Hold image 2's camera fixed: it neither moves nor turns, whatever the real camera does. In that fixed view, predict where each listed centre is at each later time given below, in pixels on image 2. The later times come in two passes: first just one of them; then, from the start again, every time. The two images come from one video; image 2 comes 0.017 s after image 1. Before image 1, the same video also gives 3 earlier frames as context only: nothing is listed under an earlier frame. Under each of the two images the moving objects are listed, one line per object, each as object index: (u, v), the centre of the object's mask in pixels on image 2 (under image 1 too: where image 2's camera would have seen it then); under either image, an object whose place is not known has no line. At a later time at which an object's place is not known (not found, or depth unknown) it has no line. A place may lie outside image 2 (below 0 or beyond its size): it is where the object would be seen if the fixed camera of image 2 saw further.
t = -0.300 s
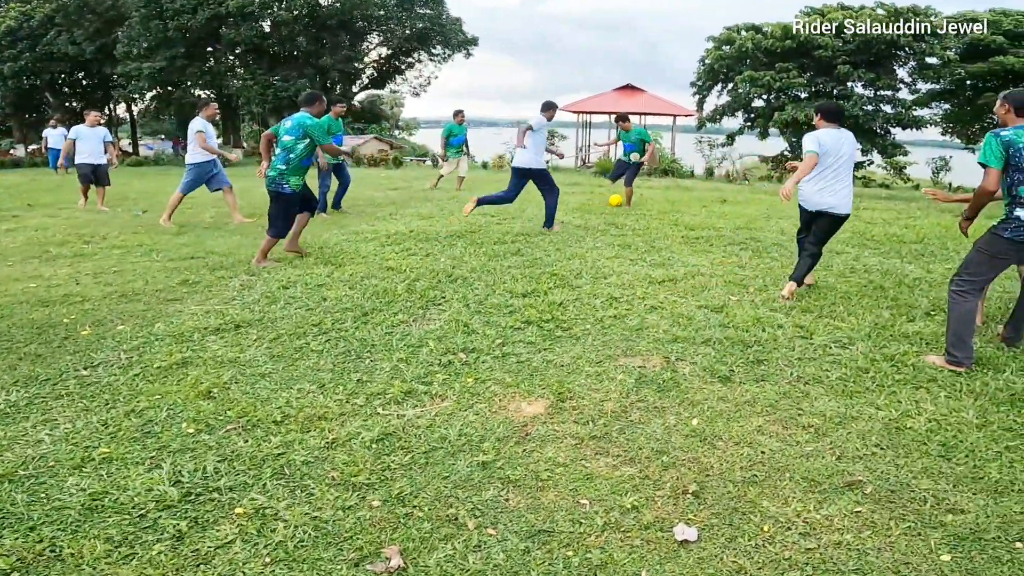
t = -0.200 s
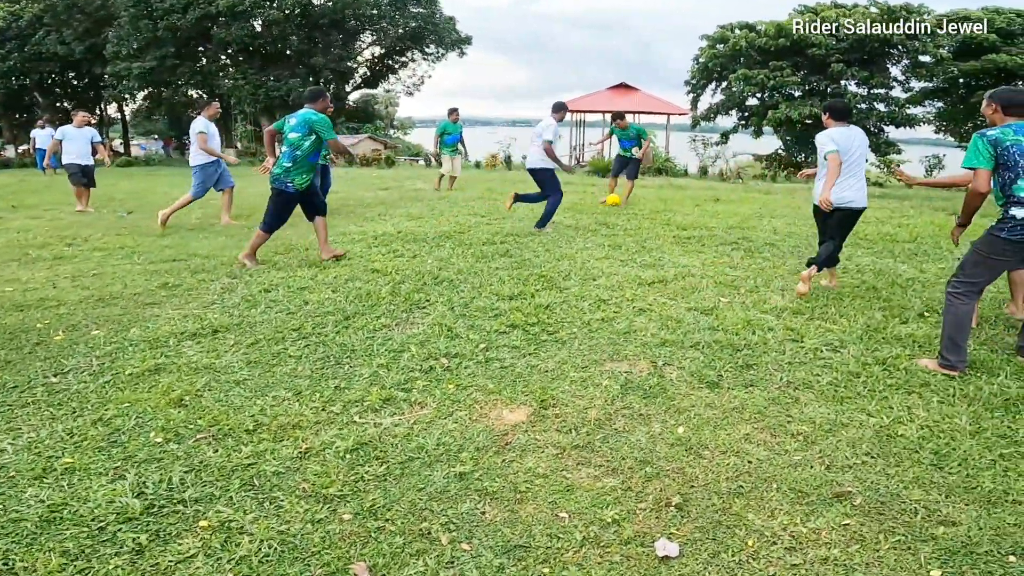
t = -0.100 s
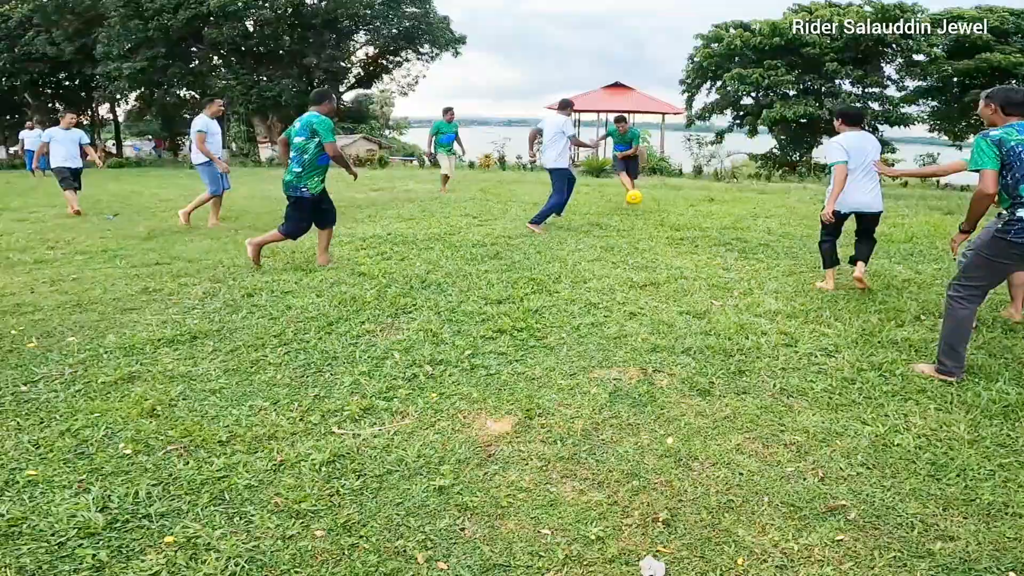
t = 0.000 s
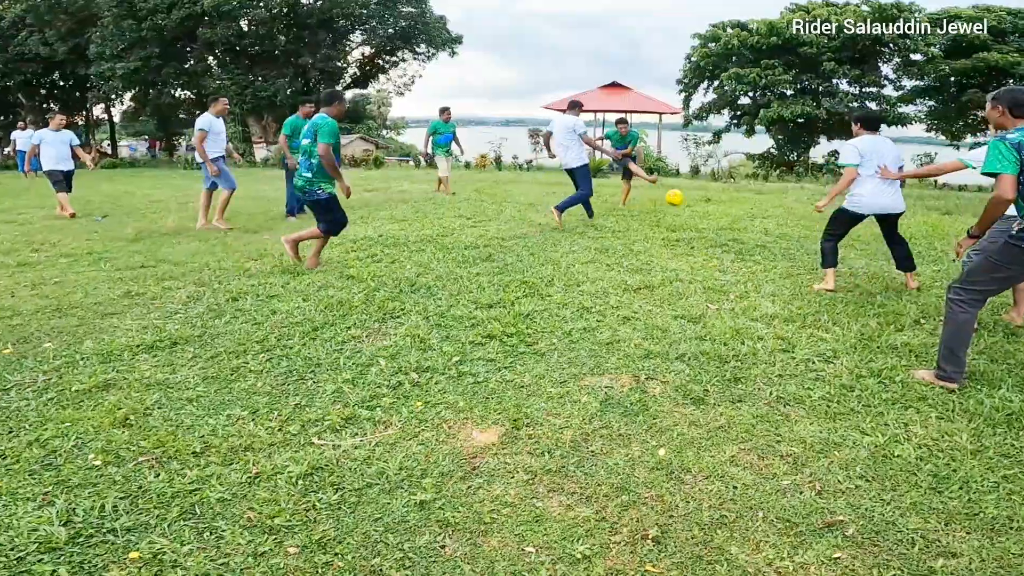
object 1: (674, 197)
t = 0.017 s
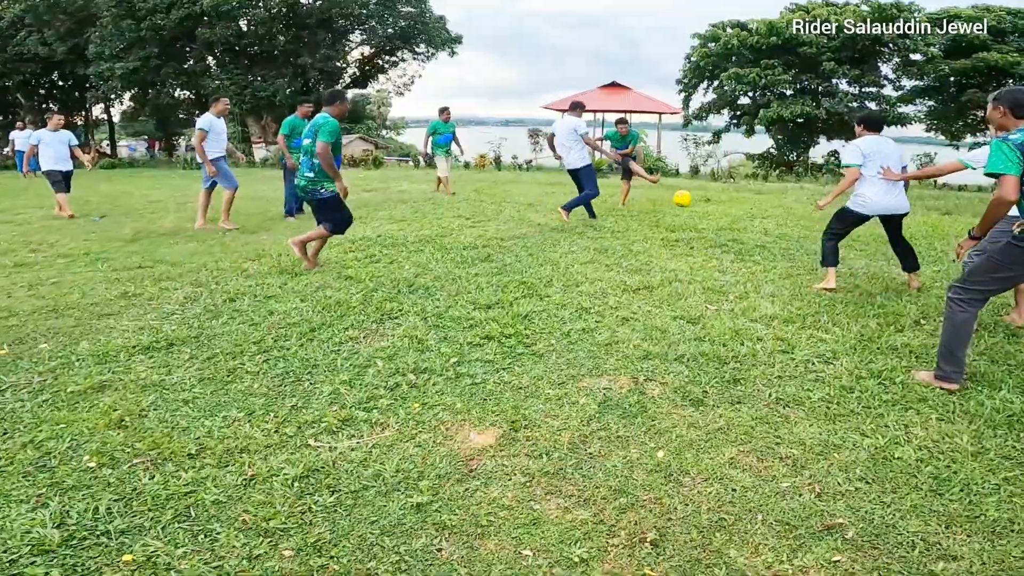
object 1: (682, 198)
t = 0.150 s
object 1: (767, 217)
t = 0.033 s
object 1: (691, 199)
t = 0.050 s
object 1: (701, 201)
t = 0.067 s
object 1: (711, 203)
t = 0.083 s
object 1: (721, 205)
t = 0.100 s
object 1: (732, 207)
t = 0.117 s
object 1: (743, 210)
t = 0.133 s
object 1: (755, 213)
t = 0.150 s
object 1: (767, 217)
